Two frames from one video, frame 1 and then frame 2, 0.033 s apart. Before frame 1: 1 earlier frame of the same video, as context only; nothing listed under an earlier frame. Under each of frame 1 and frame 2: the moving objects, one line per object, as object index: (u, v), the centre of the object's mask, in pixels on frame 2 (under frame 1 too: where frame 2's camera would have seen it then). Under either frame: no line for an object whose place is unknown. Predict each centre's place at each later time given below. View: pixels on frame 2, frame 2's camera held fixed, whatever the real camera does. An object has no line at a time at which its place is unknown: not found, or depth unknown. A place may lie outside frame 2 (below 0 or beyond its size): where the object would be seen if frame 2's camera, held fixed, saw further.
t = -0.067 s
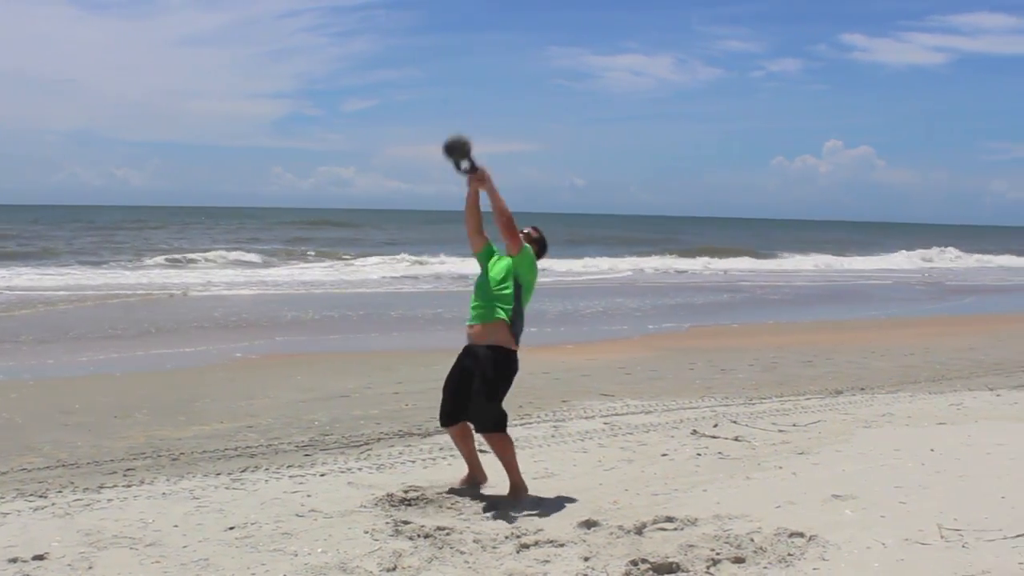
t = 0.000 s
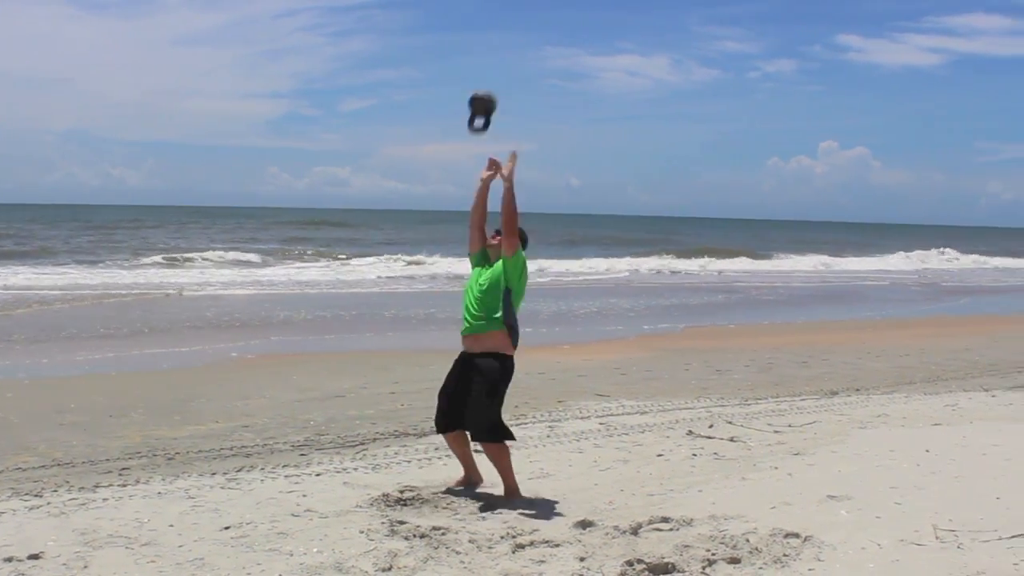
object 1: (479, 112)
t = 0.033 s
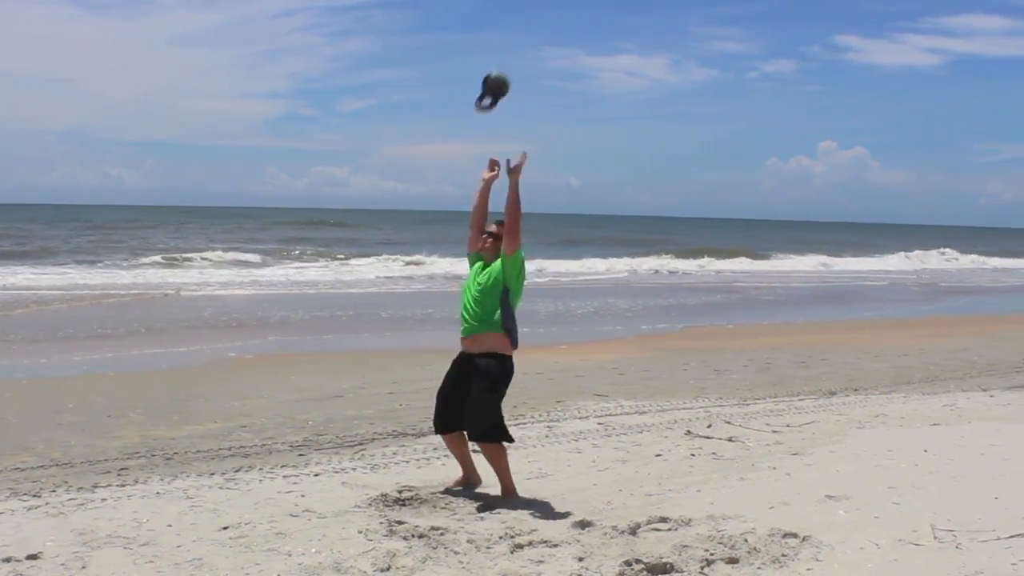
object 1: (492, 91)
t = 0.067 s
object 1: (507, 73)
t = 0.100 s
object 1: (521, 57)
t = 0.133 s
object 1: (534, 44)
